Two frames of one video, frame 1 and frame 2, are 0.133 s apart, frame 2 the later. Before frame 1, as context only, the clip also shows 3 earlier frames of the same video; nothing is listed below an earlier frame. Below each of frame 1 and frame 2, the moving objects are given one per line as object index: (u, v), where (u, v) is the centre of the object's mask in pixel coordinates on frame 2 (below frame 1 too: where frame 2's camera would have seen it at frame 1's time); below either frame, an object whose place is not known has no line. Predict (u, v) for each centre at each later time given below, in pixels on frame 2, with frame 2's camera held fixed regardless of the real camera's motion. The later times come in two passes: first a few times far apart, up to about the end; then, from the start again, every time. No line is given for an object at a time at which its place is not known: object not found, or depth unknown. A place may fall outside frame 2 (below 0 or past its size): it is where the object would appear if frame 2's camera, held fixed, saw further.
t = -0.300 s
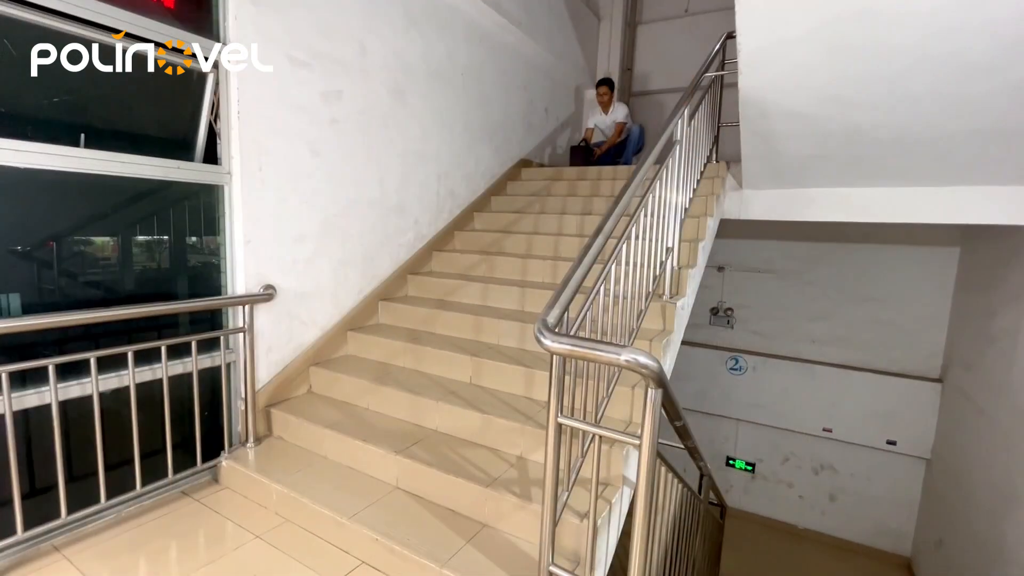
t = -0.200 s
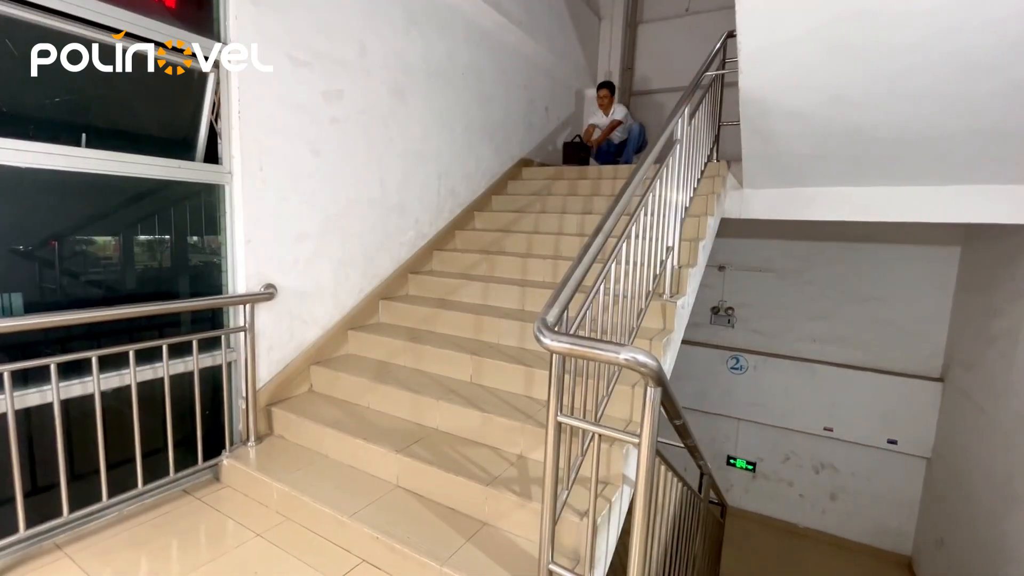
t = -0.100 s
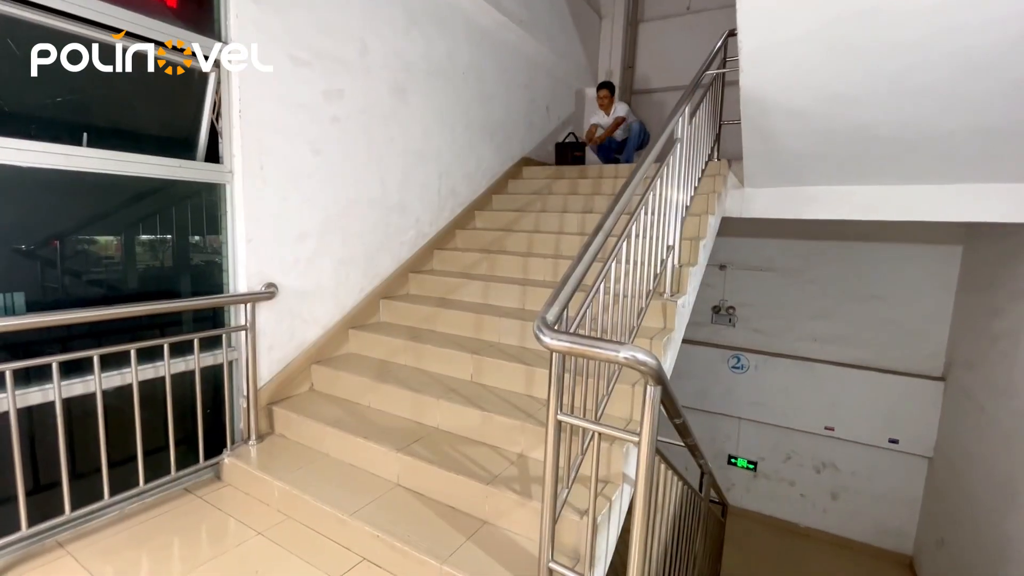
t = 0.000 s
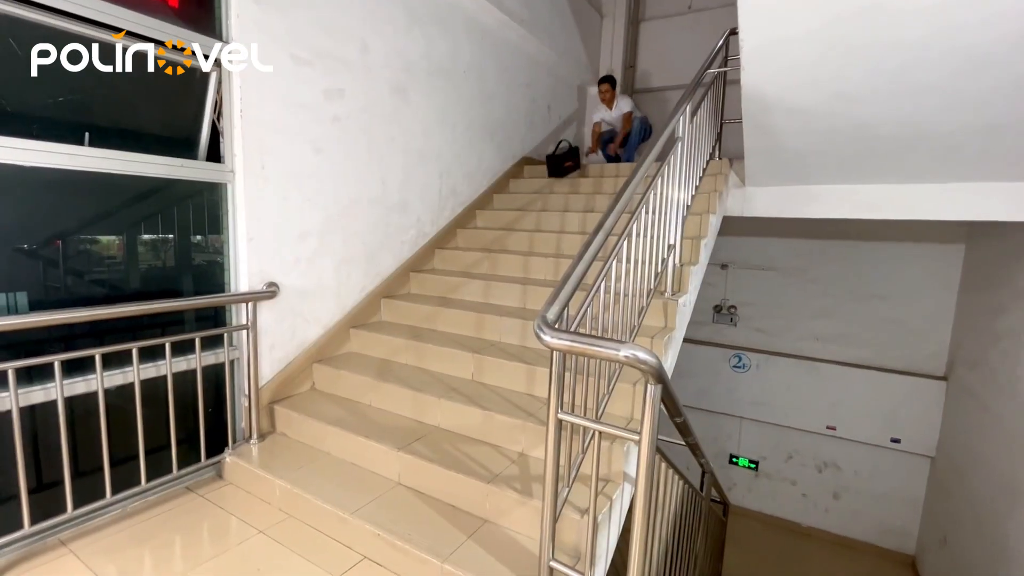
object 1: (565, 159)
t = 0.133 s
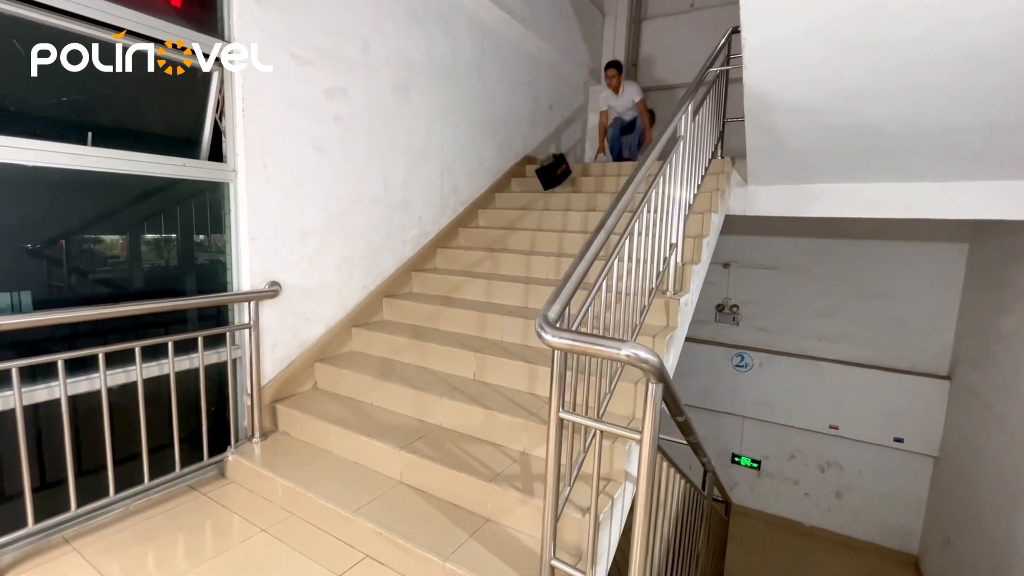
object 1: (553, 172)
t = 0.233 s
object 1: (544, 174)
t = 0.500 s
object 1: (520, 205)
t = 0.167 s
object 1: (550, 170)
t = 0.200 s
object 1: (547, 171)
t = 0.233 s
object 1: (544, 174)
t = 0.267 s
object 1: (541, 177)
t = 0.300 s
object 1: (539, 180)
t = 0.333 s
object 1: (536, 184)
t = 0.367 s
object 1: (533, 190)
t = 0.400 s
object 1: (529, 197)
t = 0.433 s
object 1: (526, 204)
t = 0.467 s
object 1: (523, 206)
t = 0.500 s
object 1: (520, 205)
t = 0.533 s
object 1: (517, 207)
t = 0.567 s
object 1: (515, 205)
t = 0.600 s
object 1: (510, 203)
